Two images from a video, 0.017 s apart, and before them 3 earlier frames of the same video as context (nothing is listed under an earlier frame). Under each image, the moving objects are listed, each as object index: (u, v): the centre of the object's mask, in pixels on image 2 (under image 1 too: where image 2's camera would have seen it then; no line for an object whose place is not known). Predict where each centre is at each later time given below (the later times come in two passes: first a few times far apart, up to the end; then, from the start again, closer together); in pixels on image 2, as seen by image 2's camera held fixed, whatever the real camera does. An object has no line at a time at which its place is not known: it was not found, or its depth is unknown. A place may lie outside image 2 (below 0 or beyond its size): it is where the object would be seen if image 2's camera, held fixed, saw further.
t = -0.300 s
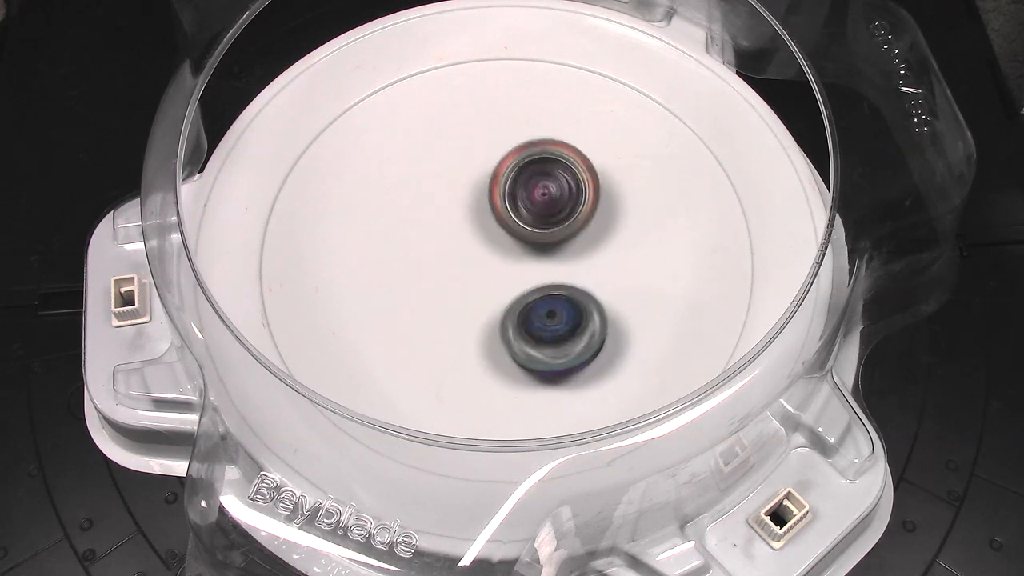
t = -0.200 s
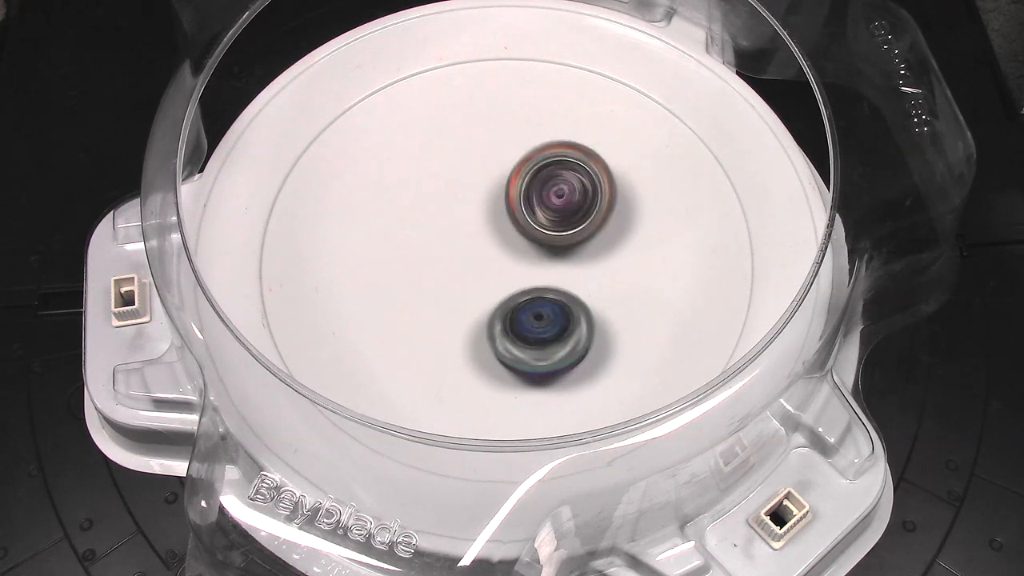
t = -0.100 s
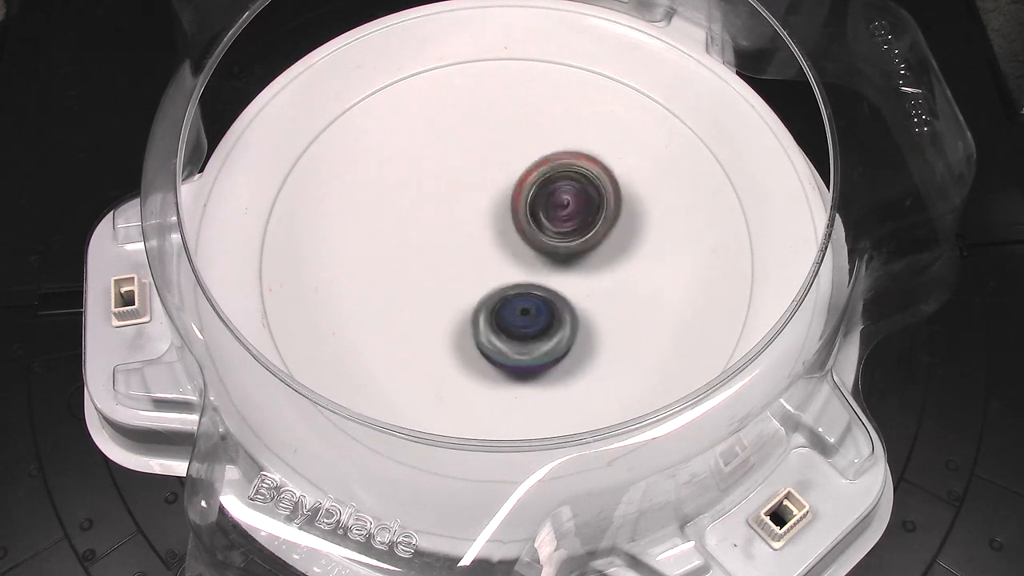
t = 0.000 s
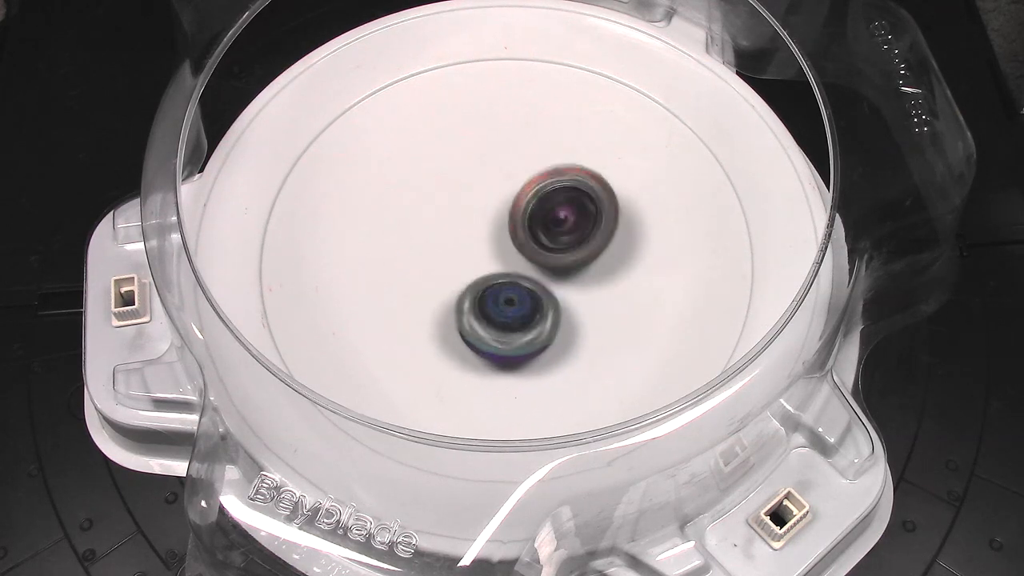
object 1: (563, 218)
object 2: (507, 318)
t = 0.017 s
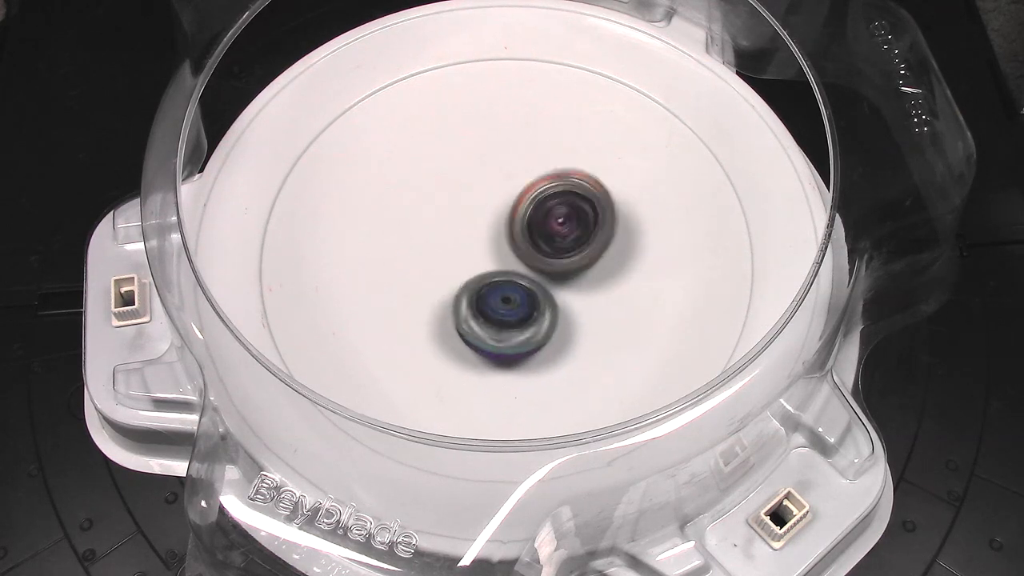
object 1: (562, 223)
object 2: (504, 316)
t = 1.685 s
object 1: (429, 233)
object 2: (512, 311)
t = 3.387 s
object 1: (438, 362)
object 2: (464, 236)
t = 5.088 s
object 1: (528, 361)
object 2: (473, 235)
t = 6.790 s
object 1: (537, 343)
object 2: (538, 244)
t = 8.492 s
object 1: (480, 356)
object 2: (532, 235)
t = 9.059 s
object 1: (432, 158)
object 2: (522, 239)
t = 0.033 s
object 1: (563, 224)
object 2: (502, 313)
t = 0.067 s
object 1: (571, 226)
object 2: (487, 313)
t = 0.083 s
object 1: (577, 223)
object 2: (477, 314)
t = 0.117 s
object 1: (586, 219)
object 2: (460, 314)
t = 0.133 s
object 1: (589, 219)
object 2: (453, 313)
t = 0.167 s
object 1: (593, 218)
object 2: (443, 309)
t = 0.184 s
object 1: (594, 217)
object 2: (440, 307)
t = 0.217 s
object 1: (592, 217)
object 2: (436, 302)
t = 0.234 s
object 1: (590, 219)
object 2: (435, 300)
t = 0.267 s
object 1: (586, 219)
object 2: (434, 294)
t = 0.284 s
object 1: (582, 220)
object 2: (434, 290)
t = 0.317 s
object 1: (576, 220)
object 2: (433, 284)
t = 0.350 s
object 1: (569, 221)
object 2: (433, 278)
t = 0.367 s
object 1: (565, 221)
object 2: (434, 275)
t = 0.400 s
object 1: (557, 224)
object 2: (436, 268)
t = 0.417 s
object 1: (554, 225)
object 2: (437, 265)
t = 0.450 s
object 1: (546, 230)
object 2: (440, 259)
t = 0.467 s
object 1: (546, 232)
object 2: (438, 255)
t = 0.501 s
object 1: (552, 239)
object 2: (432, 247)
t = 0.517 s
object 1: (553, 242)
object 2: (430, 243)
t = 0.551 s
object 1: (556, 246)
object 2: (431, 237)
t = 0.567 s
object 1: (556, 248)
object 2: (433, 235)
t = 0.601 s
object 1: (553, 252)
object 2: (438, 230)
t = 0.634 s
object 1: (551, 255)
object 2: (446, 226)
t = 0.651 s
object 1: (551, 255)
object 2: (450, 224)
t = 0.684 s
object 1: (549, 260)
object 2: (454, 218)
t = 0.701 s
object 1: (550, 264)
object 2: (455, 214)
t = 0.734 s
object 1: (553, 271)
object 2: (459, 208)
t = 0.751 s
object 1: (552, 274)
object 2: (461, 206)
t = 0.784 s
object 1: (550, 278)
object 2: (469, 206)
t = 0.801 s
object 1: (547, 281)
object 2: (474, 205)
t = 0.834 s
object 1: (543, 284)
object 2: (484, 205)
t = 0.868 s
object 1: (538, 286)
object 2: (492, 204)
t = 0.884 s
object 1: (533, 290)
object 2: (497, 203)
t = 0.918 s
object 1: (526, 301)
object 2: (507, 197)
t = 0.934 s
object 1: (522, 305)
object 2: (511, 195)
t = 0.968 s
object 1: (512, 316)
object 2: (520, 195)
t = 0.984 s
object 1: (510, 318)
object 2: (524, 196)
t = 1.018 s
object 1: (500, 325)
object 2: (530, 200)
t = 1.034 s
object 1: (497, 328)
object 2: (534, 202)
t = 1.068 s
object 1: (489, 331)
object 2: (541, 206)
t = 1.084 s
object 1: (484, 333)
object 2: (545, 209)
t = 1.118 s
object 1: (476, 333)
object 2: (552, 214)
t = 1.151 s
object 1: (468, 333)
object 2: (557, 220)
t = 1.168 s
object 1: (465, 333)
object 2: (560, 223)
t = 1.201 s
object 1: (458, 330)
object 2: (563, 230)
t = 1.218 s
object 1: (455, 329)
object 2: (565, 234)
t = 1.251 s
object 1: (450, 325)
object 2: (568, 240)
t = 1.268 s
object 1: (446, 324)
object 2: (568, 244)
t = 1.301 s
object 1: (444, 318)
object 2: (570, 252)
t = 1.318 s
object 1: (441, 315)
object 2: (570, 255)
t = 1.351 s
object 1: (438, 310)
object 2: (569, 263)
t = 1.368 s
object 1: (437, 307)
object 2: (568, 267)
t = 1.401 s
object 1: (433, 300)
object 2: (566, 273)
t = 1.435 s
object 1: (432, 294)
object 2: (563, 281)
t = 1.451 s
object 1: (430, 290)
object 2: (561, 284)
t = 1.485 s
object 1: (428, 283)
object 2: (556, 290)
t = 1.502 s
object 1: (428, 279)
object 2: (553, 294)
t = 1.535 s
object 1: (425, 271)
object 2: (547, 298)
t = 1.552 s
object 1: (427, 267)
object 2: (544, 301)
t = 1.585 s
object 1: (424, 258)
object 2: (538, 304)
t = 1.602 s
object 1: (426, 255)
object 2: (534, 306)
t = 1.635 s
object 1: (426, 245)
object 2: (524, 309)
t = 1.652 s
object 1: (427, 241)
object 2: (521, 310)
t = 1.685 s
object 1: (429, 233)
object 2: (512, 311)
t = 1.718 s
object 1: (429, 223)
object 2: (503, 311)
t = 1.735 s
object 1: (432, 220)
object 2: (499, 310)
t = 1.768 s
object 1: (435, 210)
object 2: (490, 309)
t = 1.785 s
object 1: (438, 207)
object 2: (487, 307)
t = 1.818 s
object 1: (442, 200)
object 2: (478, 304)
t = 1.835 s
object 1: (445, 197)
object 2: (474, 302)
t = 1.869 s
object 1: (451, 190)
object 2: (467, 298)
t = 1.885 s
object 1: (453, 187)
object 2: (464, 296)
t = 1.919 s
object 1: (460, 183)
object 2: (458, 291)
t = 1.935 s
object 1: (462, 180)
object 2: (454, 288)
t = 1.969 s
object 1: (470, 177)
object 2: (449, 283)
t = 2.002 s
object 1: (478, 172)
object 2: (445, 276)
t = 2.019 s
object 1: (482, 172)
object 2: (442, 273)
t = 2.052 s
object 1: (490, 169)
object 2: (440, 266)
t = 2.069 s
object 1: (492, 169)
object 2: (439, 262)
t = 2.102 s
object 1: (502, 168)
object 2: (438, 255)
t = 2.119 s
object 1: (504, 168)
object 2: (438, 252)
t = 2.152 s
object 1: (513, 169)
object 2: (439, 245)
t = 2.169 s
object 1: (516, 168)
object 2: (439, 241)
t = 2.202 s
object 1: (528, 170)
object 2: (440, 235)
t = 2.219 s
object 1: (532, 169)
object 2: (442, 232)
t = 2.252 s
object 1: (542, 172)
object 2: (446, 225)
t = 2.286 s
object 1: (554, 174)
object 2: (450, 221)
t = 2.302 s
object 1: (556, 175)
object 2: (452, 217)
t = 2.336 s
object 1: (566, 179)
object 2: (457, 213)
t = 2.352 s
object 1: (567, 180)
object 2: (461, 211)
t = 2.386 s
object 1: (577, 185)
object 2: (467, 207)
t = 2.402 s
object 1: (578, 185)
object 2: (471, 206)
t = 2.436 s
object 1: (585, 191)
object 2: (478, 203)
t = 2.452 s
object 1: (587, 192)
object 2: (481, 202)
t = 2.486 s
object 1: (594, 199)
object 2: (487, 200)
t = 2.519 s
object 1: (607, 206)
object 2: (486, 197)
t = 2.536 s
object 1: (612, 213)
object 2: (487, 196)
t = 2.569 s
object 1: (627, 221)
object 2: (492, 196)
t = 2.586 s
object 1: (629, 225)
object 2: (495, 197)
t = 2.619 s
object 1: (640, 235)
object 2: (501, 199)
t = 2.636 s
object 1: (642, 238)
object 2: (504, 200)
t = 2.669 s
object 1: (649, 249)
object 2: (511, 203)
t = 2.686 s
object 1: (650, 252)
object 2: (514, 205)
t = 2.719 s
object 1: (653, 262)
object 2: (519, 208)
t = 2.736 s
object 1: (652, 265)
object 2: (522, 211)
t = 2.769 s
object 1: (651, 274)
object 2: (527, 216)
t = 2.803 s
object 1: (648, 281)
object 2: (531, 220)
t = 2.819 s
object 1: (645, 285)
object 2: (533, 223)
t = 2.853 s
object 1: (640, 290)
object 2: (536, 229)
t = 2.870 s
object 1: (635, 295)
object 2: (537, 232)
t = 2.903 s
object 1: (628, 299)
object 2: (539, 238)
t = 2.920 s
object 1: (622, 304)
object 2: (540, 241)
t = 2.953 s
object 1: (614, 309)
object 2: (540, 246)
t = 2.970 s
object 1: (609, 319)
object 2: (536, 243)
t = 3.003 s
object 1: (603, 332)
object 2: (527, 237)
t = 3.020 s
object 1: (597, 341)
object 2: (523, 236)
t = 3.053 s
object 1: (587, 349)
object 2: (517, 235)
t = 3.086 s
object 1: (575, 358)
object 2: (511, 237)
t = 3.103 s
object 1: (568, 361)
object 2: (509, 237)
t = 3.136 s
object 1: (554, 368)
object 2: (503, 239)
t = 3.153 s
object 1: (547, 371)
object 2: (500, 239)
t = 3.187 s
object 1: (531, 374)
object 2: (494, 240)
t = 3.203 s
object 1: (524, 376)
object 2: (492, 241)
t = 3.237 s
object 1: (506, 377)
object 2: (485, 241)
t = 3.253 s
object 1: (501, 377)
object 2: (483, 240)
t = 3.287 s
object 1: (482, 375)
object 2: (478, 240)
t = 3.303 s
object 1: (477, 374)
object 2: (476, 239)
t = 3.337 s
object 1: (459, 371)
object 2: (470, 239)
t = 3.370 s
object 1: (446, 364)
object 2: (466, 237)
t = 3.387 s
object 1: (438, 362)
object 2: (464, 236)
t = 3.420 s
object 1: (426, 353)
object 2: (460, 234)
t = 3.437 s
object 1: (419, 349)
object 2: (459, 233)
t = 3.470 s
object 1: (409, 339)
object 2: (456, 231)
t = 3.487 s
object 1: (402, 333)
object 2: (454, 230)
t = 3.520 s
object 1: (394, 322)
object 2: (452, 227)
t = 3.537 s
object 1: (389, 315)
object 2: (451, 226)
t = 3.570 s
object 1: (383, 303)
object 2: (450, 224)
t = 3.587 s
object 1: (380, 294)
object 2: (450, 223)
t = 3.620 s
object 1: (373, 282)
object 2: (451, 220)
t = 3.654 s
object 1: (359, 271)
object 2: (462, 213)
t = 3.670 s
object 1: (355, 265)
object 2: (467, 210)
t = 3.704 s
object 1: (348, 253)
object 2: (474, 206)
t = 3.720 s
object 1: (345, 246)
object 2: (477, 205)
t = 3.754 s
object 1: (344, 235)
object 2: (481, 203)
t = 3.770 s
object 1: (343, 230)
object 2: (482, 202)
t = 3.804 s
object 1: (345, 219)
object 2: (487, 201)
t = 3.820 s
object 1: (346, 213)
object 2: (489, 201)
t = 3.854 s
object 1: (351, 202)
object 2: (494, 202)
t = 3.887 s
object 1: (356, 190)
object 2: (498, 202)
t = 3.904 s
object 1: (361, 187)
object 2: (500, 203)
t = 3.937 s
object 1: (368, 176)
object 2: (505, 205)
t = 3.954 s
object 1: (374, 172)
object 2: (507, 207)
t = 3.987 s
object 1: (384, 165)
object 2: (511, 210)
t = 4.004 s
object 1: (390, 160)
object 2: (513, 212)
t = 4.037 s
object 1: (403, 155)
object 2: (516, 216)
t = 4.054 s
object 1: (408, 151)
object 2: (518, 217)
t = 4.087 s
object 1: (423, 147)
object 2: (520, 223)
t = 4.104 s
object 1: (430, 144)
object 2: (521, 225)
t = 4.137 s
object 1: (447, 141)
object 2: (523, 230)
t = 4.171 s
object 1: (459, 137)
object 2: (523, 236)
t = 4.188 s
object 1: (471, 138)
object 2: (523, 238)
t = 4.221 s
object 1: (483, 138)
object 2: (522, 244)
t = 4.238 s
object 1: (495, 137)
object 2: (521, 247)
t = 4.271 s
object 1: (509, 140)
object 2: (520, 252)
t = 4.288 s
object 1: (518, 139)
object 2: (518, 255)
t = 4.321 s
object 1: (535, 146)
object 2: (516, 260)
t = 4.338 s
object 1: (540, 145)
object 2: (514, 263)
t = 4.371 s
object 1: (559, 153)
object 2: (510, 267)
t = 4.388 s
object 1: (563, 155)
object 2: (508, 269)
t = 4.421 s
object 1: (580, 162)
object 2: (503, 272)
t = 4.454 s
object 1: (589, 167)
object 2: (498, 275)
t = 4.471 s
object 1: (596, 172)
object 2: (496, 276)
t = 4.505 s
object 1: (603, 182)
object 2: (490, 277)
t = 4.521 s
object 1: (611, 185)
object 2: (488, 278)
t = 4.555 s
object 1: (617, 198)
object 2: (482, 278)
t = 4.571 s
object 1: (621, 200)
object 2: (480, 278)
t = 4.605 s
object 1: (628, 214)
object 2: (475, 278)
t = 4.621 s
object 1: (629, 218)
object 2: (472, 277)
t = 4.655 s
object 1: (634, 230)
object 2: (468, 276)
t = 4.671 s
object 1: (633, 237)
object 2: (465, 274)
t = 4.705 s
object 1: (636, 248)
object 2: (462, 272)
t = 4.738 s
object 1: (634, 262)
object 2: (459, 269)
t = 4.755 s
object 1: (635, 267)
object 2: (457, 268)
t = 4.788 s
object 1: (630, 283)
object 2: (456, 264)
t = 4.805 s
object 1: (629, 287)
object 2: (455, 262)
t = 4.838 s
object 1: (622, 301)
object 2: (454, 259)
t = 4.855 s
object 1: (617, 307)
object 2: (454, 257)
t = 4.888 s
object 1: (611, 317)
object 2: (454, 253)
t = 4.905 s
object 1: (603, 325)
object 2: (455, 251)
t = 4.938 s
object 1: (595, 333)
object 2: (456, 247)
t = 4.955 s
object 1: (588, 337)
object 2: (458, 245)
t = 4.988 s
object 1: (576, 345)
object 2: (461, 243)
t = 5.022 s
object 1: (560, 353)
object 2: (465, 240)
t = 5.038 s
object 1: (553, 355)
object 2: (467, 238)
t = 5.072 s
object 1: (538, 359)
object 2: (471, 236)
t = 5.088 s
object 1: (528, 361)
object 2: (473, 235)
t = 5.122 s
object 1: (515, 362)
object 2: (478, 233)
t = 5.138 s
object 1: (506, 363)
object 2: (481, 233)
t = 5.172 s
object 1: (491, 362)
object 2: (486, 232)
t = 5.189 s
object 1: (482, 360)
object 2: (488, 232)
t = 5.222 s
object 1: (466, 357)
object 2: (494, 232)
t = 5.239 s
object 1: (459, 355)
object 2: (496, 233)
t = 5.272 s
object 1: (442, 349)
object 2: (501, 234)
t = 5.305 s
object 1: (431, 341)
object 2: (507, 236)
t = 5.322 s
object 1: (424, 337)
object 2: (509, 238)
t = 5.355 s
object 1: (413, 327)
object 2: (513, 240)
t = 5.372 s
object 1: (408, 321)
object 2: (515, 242)
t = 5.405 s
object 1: (397, 310)
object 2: (519, 245)
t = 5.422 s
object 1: (394, 305)
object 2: (521, 247)
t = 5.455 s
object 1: (385, 291)
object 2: (524, 251)
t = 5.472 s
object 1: (384, 286)
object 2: (525, 252)
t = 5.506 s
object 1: (380, 273)
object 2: (527, 257)
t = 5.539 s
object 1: (378, 260)
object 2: (527, 261)
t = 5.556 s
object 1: (377, 254)
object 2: (528, 262)
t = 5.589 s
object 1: (376, 239)
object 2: (528, 267)
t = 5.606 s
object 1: (379, 234)
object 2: (527, 269)
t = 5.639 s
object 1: (380, 221)
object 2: (527, 273)
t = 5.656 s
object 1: (382, 213)
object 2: (525, 275)
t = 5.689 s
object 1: (389, 202)
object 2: (523, 278)
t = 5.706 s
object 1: (390, 196)
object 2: (522, 280)
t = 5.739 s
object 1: (400, 187)
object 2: (519, 283)
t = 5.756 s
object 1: (403, 181)
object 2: (518, 284)
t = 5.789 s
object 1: (413, 170)
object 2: (514, 286)
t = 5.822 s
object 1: (422, 163)
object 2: (510, 287)
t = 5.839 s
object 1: (427, 158)
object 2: (508, 287)
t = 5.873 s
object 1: (441, 153)
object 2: (504, 287)
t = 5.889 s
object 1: (446, 150)
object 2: (502, 287)
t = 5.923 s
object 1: (462, 144)
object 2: (499, 286)
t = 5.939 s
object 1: (467, 144)
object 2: (496, 285)
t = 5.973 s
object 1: (480, 138)
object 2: (492, 283)
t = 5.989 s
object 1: (489, 139)
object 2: (490, 283)
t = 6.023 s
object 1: (500, 140)
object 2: (487, 280)
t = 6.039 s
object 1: (509, 138)
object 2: (486, 278)
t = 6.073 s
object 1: (523, 142)
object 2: (484, 275)
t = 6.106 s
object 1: (537, 142)
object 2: (481, 271)
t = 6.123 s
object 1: (545, 146)
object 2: (482, 270)
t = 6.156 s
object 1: (554, 150)
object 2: (481, 265)
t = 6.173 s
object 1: (563, 153)
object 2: (480, 263)
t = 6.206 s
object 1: (574, 163)
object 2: (481, 259)
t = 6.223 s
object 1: (578, 164)
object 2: (481, 257)
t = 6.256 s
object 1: (591, 173)
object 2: (483, 253)
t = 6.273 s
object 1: (593, 179)
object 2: (483, 251)
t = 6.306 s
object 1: (603, 187)
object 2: (486, 247)
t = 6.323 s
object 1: (608, 193)
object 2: (488, 245)
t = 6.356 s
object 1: (612, 203)
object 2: (491, 242)
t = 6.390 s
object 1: (618, 216)
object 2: (494, 239)
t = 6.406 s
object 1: (617, 223)
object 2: (496, 238)
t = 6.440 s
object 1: (621, 234)
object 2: (500, 236)
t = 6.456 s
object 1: (622, 240)
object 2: (502, 234)
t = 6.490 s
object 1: (621, 253)
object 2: (507, 233)
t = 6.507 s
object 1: (619, 260)
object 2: (509, 232)
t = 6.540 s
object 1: (614, 275)
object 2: (513, 232)
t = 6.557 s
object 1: (613, 280)
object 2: (516, 232)
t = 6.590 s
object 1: (606, 293)
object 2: (520, 232)
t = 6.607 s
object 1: (600, 300)
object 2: (522, 233)
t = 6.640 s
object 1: (593, 309)
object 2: (526, 234)
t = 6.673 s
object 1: (580, 321)
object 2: (529, 236)
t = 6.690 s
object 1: (577, 324)
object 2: (531, 237)
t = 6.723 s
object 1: (565, 332)
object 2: (534, 239)
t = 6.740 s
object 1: (555, 336)
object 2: (536, 240)
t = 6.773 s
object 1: (543, 341)
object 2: (537, 244)
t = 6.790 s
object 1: (537, 343)
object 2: (538, 244)
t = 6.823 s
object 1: (521, 346)
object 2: (539, 248)
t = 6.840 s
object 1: (513, 346)
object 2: (539, 250)
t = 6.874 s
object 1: (495, 346)
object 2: (539, 252)
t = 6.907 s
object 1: (482, 344)
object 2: (538, 256)
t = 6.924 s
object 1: (476, 342)
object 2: (537, 258)
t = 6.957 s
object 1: (460, 338)
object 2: (535, 261)
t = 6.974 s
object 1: (454, 336)
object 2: (535, 263)
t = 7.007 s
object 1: (438, 328)
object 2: (531, 265)
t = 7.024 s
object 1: (434, 324)
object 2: (530, 266)
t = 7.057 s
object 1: (424, 314)
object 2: (527, 268)
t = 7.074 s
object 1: (417, 309)
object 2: (524, 269)
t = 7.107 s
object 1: (411, 300)
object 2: (521, 270)
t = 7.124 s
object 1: (407, 293)
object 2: (518, 270)
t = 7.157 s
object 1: (401, 280)
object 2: (514, 270)
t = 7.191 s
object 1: (399, 269)
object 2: (510, 270)
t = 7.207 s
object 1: (397, 263)
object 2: (508, 270)
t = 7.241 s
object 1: (397, 251)
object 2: (504, 269)
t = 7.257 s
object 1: (391, 241)
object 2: (509, 272)
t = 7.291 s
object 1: (382, 220)
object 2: (524, 279)
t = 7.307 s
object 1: (380, 210)
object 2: (529, 281)
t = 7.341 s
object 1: (376, 192)
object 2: (538, 284)
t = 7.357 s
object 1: (378, 184)
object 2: (540, 284)
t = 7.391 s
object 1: (385, 170)
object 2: (541, 284)
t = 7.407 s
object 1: (387, 165)
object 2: (541, 283)
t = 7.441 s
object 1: (396, 155)
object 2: (542, 281)
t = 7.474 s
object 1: (406, 146)
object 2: (544, 279)
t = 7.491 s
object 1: (411, 144)
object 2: (545, 279)
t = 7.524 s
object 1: (423, 136)
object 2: (546, 278)
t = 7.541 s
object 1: (430, 134)
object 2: (545, 278)
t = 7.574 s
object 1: (445, 131)
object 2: (545, 276)
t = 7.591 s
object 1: (453, 130)
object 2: (546, 275)
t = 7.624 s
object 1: (467, 131)
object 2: (547, 274)
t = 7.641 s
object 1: (476, 131)
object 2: (547, 274)
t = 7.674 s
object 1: (493, 134)
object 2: (548, 273)
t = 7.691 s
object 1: (501, 135)
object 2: (548, 272)
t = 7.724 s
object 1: (519, 140)
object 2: (548, 270)
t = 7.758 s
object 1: (537, 146)
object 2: (549, 269)
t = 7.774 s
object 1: (545, 150)
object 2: (548, 268)
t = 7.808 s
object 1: (562, 158)
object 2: (549, 267)
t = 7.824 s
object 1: (570, 163)
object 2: (550, 266)
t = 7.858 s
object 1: (584, 172)
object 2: (550, 265)
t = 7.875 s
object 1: (592, 176)
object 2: (549, 264)
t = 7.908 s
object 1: (605, 189)
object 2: (544, 266)
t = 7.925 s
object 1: (615, 193)
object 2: (543, 266)
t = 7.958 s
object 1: (627, 208)
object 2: (538, 266)
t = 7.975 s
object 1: (631, 216)
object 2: (536, 267)
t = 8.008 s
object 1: (639, 231)
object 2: (536, 266)
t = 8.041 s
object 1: (644, 247)
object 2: (535, 265)
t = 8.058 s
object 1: (648, 252)
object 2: (533, 264)
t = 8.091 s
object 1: (648, 270)
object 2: (531, 262)
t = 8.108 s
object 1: (648, 276)
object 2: (531, 261)
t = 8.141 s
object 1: (644, 293)
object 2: (529, 259)
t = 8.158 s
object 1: (643, 298)
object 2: (528, 258)
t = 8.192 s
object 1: (634, 314)
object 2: (527, 256)
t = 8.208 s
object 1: (631, 319)
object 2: (527, 254)
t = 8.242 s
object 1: (618, 332)
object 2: (526, 252)
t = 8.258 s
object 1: (614, 337)
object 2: (526, 251)
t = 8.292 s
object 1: (597, 345)
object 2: (526, 247)
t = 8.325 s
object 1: (581, 354)
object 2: (527, 245)
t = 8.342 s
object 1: (572, 356)
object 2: (527, 243)
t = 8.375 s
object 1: (554, 361)
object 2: (527, 241)
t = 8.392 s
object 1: (543, 361)
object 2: (528, 240)
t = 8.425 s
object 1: (524, 362)
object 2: (529, 238)
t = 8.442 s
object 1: (512, 361)
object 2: (530, 237)
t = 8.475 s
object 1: (492, 359)
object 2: (531, 235)
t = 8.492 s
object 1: (480, 356)
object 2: (532, 235)
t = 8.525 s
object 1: (462, 350)
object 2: (534, 234)
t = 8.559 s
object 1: (441, 339)
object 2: (534, 232)
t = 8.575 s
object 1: (434, 336)
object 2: (535, 233)
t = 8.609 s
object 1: (416, 324)
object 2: (536, 233)
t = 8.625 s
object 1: (409, 317)
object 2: (537, 232)
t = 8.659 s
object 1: (395, 303)
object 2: (538, 233)
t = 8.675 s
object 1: (391, 295)
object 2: (538, 234)
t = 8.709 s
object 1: (380, 282)
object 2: (539, 235)
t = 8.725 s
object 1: (376, 272)
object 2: (538, 234)
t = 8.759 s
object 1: (371, 259)
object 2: (538, 236)
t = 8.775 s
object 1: (369, 250)
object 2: (538, 236)
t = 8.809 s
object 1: (369, 236)
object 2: (537, 237)
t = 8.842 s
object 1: (369, 220)
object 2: (536, 237)
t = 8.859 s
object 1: (372, 212)
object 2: (535, 238)
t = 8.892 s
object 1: (376, 201)
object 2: (533, 239)
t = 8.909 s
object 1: (381, 194)
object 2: (532, 239)
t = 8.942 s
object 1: (389, 184)
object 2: (530, 239)
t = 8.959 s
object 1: (394, 178)
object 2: (529, 240)
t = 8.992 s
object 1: (405, 169)
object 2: (527, 240)
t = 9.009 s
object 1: (411, 166)
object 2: (525, 239)
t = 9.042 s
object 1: (425, 161)
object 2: (522, 239)
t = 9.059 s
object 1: (432, 158)
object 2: (522, 239)
